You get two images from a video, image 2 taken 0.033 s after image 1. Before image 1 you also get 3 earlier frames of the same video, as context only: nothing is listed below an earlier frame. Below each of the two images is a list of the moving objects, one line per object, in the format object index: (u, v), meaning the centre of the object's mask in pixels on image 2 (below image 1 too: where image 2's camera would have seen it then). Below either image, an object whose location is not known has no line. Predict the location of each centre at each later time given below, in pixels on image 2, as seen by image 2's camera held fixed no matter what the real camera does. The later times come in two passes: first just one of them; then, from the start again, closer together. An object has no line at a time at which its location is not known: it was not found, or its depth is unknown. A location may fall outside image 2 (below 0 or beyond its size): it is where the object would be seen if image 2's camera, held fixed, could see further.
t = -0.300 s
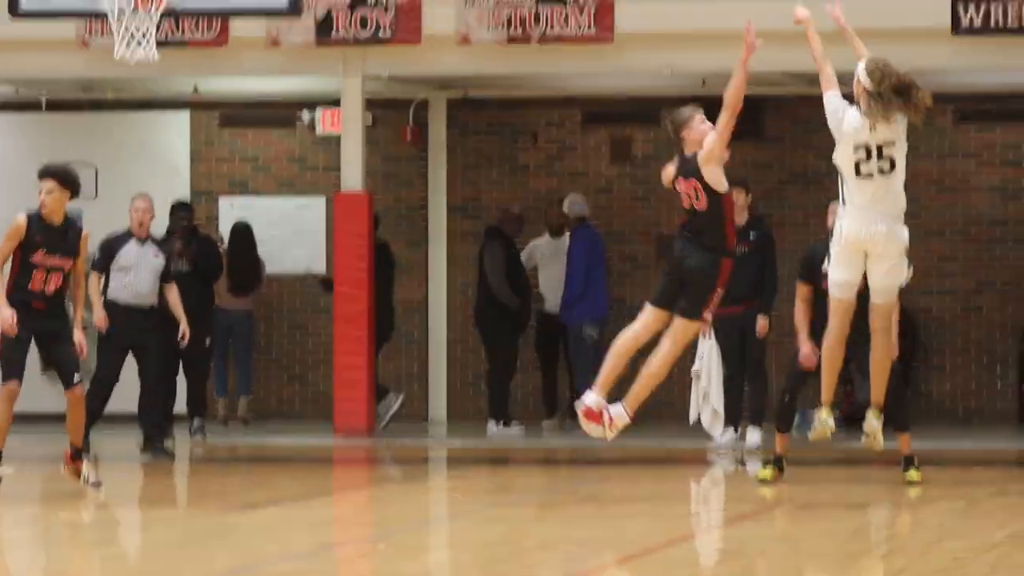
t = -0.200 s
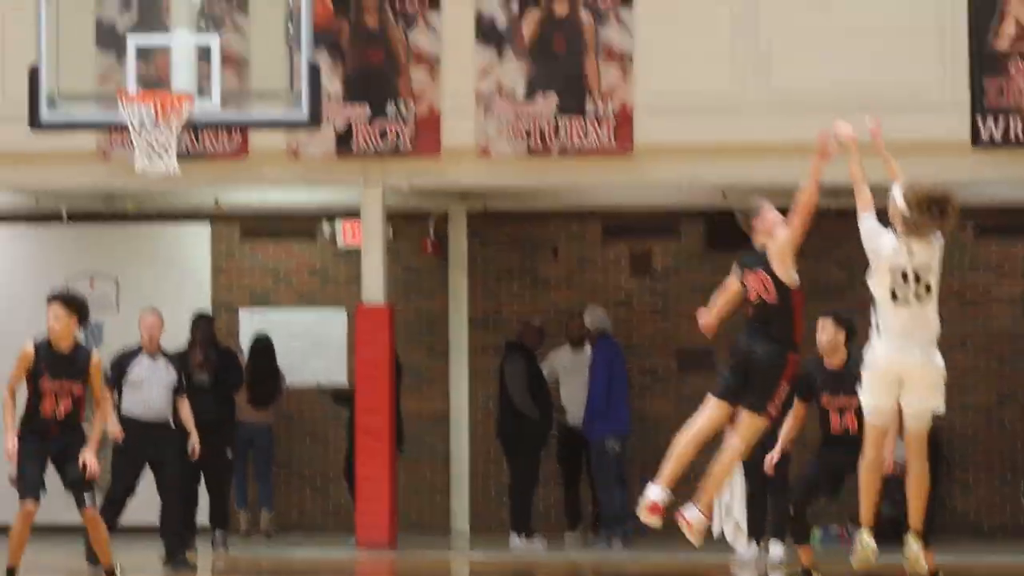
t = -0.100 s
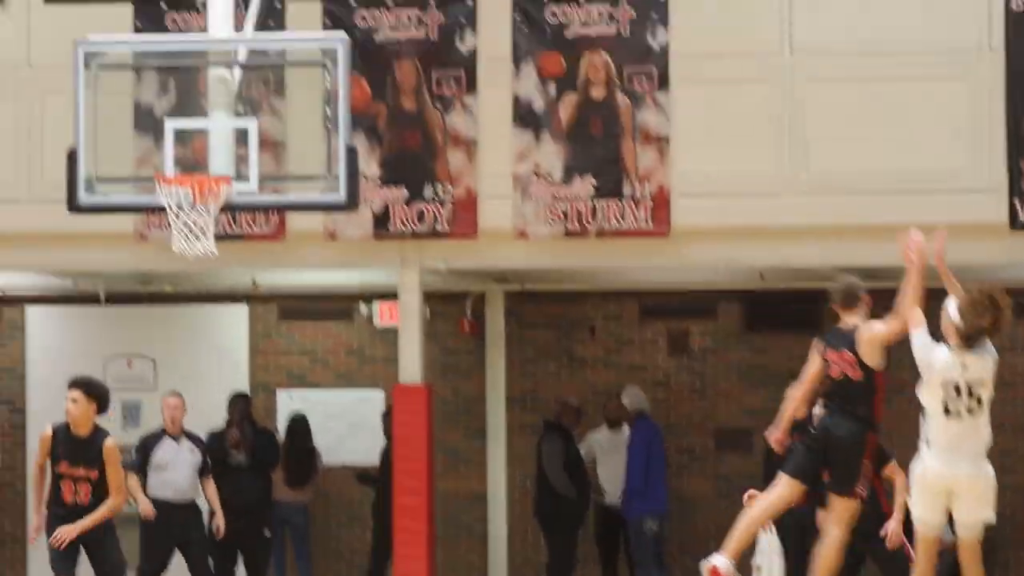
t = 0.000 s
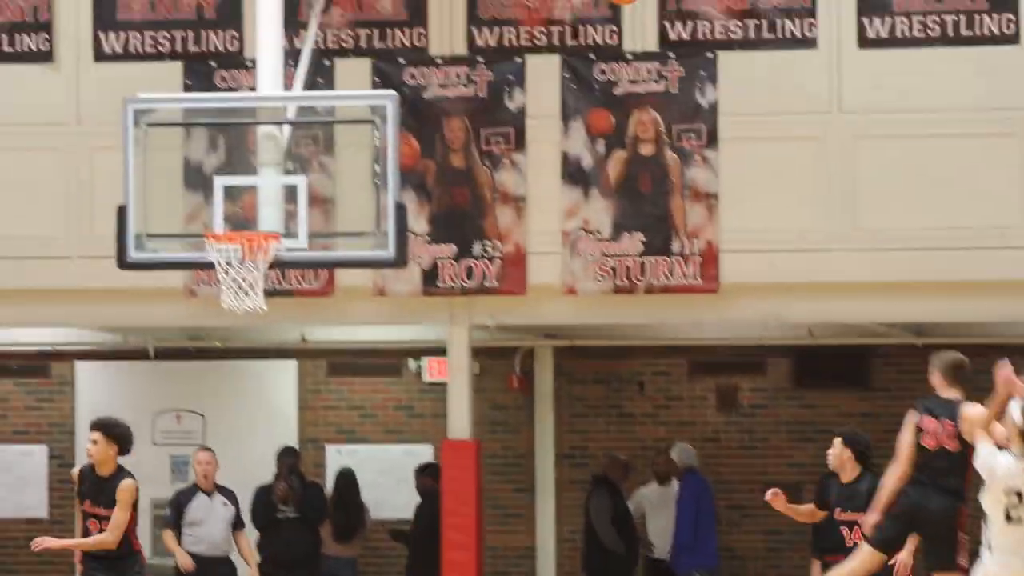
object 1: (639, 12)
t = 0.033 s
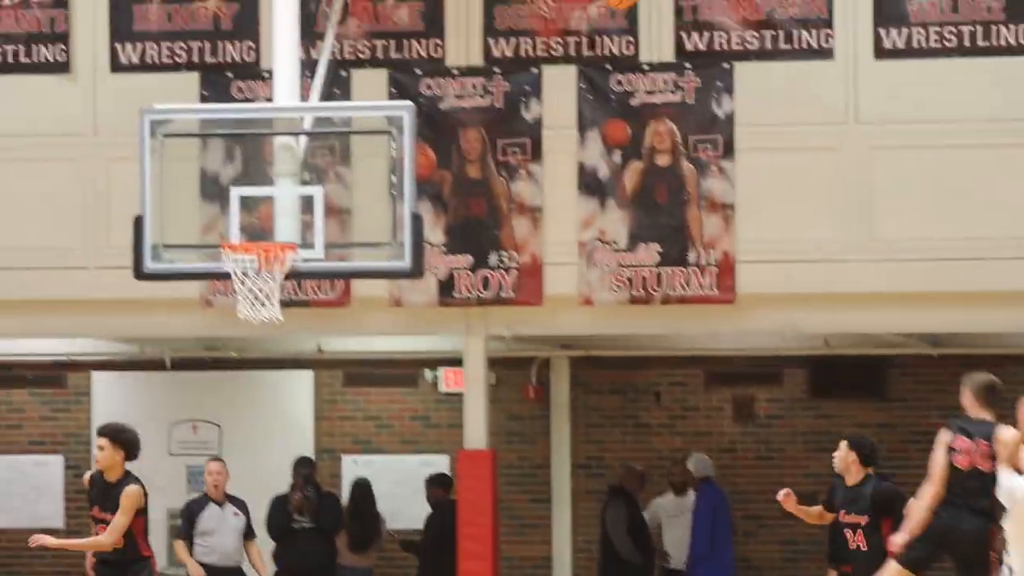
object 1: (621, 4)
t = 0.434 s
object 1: (402, 47)
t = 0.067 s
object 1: (602, -3)
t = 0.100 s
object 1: (584, -7)
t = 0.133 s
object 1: (564, -8)
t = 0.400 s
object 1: (420, 32)
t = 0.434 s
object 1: (402, 47)
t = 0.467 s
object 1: (386, 63)
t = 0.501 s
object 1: (369, 80)
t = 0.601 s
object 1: (318, 140)
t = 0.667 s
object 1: (286, 190)
